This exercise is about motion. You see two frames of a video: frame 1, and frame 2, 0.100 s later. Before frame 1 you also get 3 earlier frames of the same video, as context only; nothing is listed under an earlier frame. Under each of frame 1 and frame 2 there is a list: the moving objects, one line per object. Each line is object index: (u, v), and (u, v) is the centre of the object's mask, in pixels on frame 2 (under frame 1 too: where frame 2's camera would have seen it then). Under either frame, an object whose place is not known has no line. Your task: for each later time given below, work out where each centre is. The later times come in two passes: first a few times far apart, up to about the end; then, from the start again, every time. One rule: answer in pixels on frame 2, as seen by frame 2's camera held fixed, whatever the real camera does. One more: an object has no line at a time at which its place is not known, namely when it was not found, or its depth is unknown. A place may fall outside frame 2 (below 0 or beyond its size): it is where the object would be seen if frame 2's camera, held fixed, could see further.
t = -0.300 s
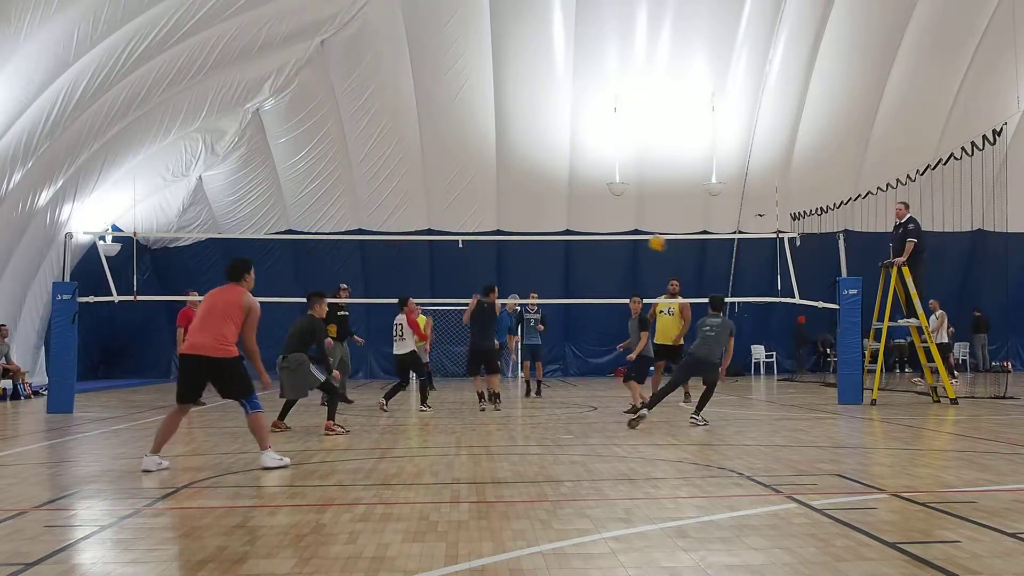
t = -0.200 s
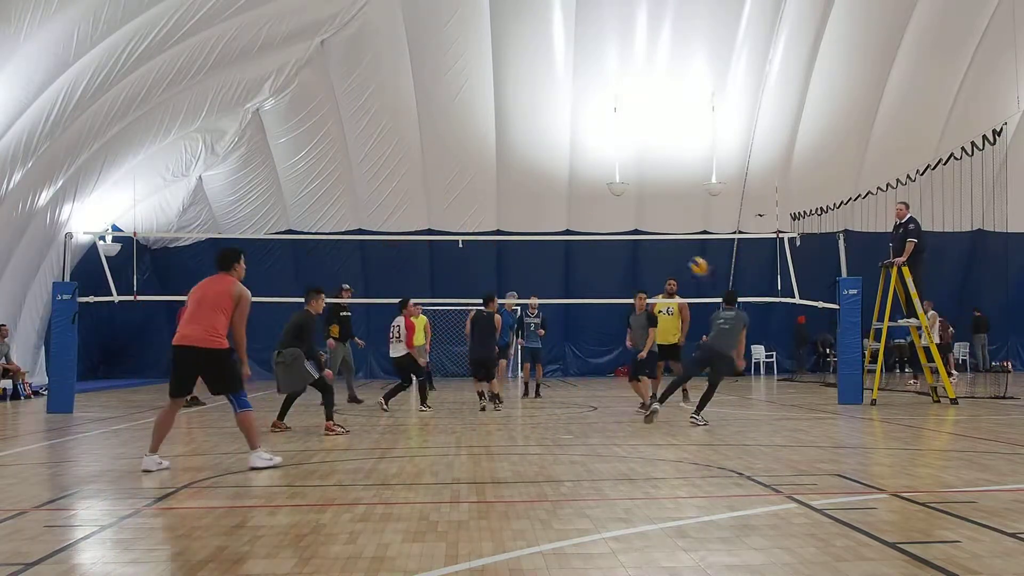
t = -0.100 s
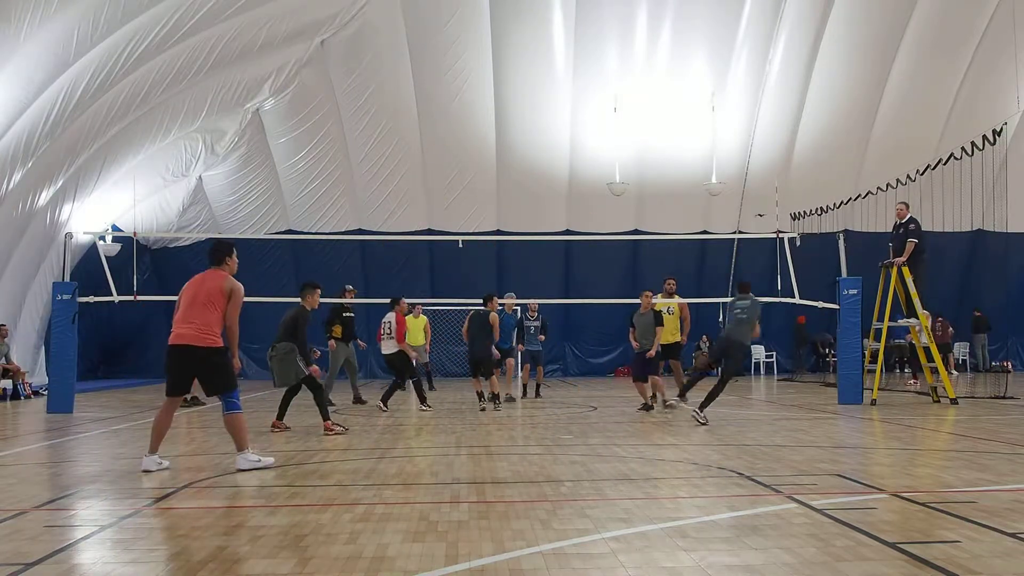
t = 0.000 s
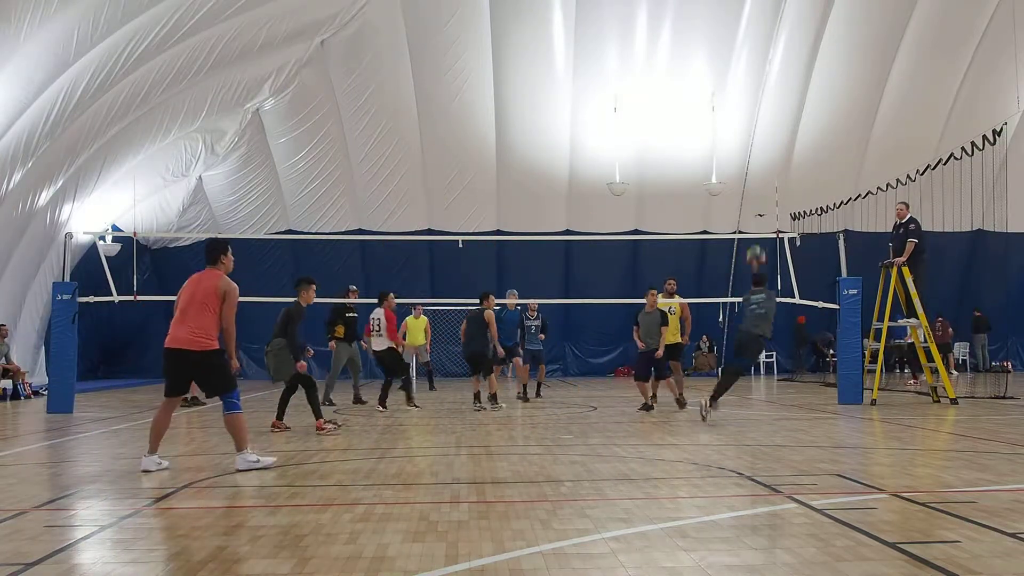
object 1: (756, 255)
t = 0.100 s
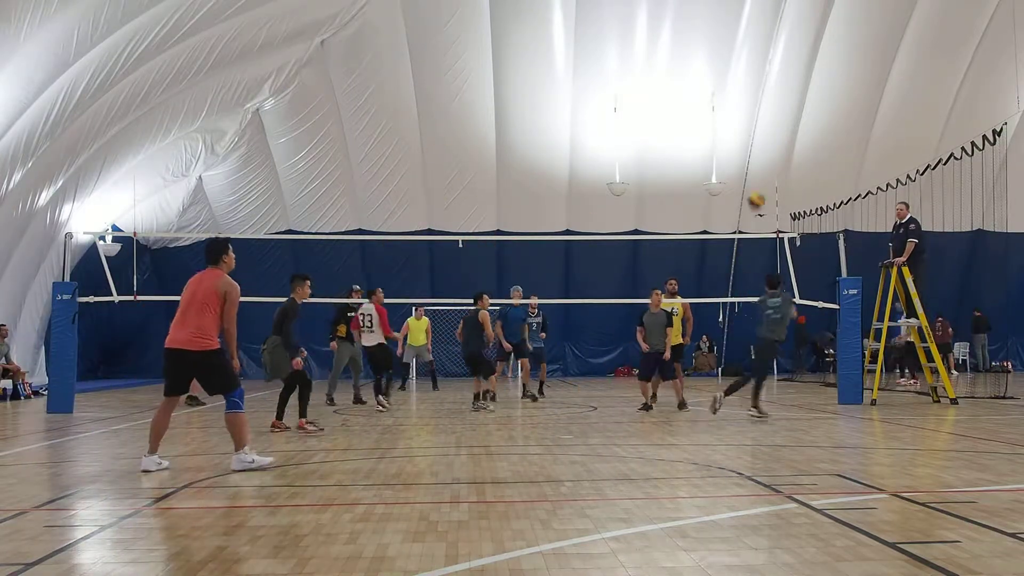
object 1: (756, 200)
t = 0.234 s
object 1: (756, 141)
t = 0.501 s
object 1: (758, 68)
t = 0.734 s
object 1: (759, 52)
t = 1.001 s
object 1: (762, 86)
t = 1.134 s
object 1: (764, 123)
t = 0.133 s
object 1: (756, 185)
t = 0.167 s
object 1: (757, 169)
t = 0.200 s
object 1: (757, 154)
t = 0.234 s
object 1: (756, 141)
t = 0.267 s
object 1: (756, 128)
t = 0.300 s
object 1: (757, 117)
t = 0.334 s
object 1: (757, 107)
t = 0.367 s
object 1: (757, 97)
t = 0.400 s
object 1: (757, 88)
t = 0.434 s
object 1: (757, 80)
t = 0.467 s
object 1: (757, 73)
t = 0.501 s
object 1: (758, 68)
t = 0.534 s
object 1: (758, 63)
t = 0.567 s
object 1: (758, 59)
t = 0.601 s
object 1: (758, 56)
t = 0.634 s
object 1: (759, 53)
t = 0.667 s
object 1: (759, 52)
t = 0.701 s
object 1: (759, 51)
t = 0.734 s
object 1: (759, 52)
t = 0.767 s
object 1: (760, 53)
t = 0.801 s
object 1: (760, 55)
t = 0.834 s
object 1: (760, 58)
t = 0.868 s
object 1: (760, 62)
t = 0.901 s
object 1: (761, 67)
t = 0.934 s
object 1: (761, 72)
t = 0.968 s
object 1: (762, 79)
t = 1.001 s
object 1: (762, 86)
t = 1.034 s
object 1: (762, 94)
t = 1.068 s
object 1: (763, 103)
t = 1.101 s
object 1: (763, 112)
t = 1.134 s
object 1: (764, 123)
